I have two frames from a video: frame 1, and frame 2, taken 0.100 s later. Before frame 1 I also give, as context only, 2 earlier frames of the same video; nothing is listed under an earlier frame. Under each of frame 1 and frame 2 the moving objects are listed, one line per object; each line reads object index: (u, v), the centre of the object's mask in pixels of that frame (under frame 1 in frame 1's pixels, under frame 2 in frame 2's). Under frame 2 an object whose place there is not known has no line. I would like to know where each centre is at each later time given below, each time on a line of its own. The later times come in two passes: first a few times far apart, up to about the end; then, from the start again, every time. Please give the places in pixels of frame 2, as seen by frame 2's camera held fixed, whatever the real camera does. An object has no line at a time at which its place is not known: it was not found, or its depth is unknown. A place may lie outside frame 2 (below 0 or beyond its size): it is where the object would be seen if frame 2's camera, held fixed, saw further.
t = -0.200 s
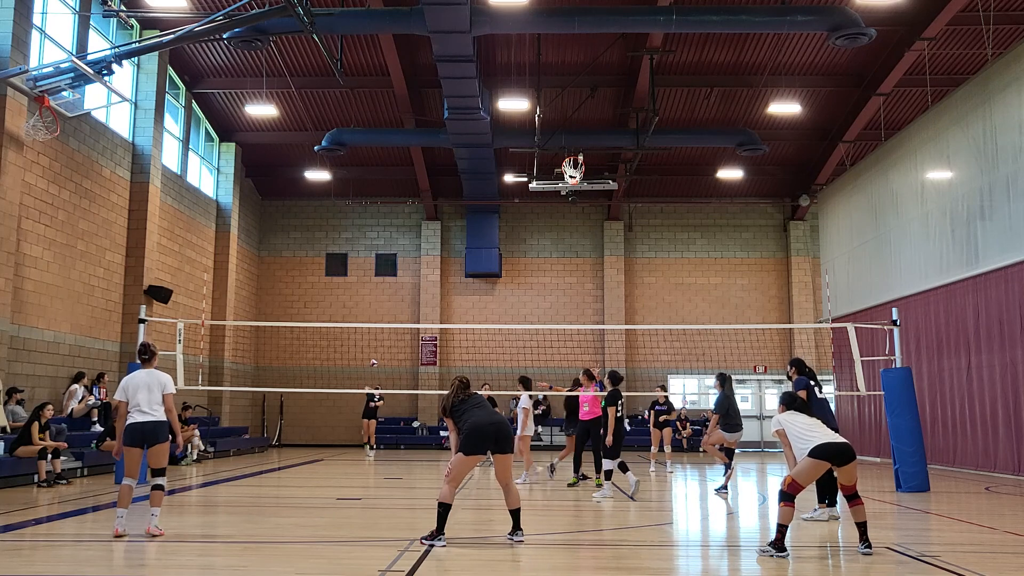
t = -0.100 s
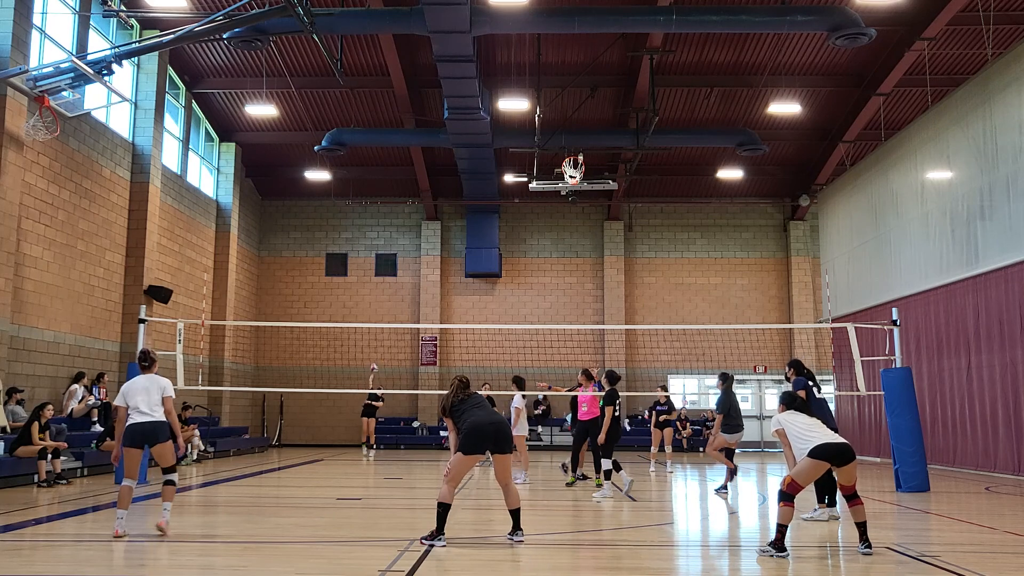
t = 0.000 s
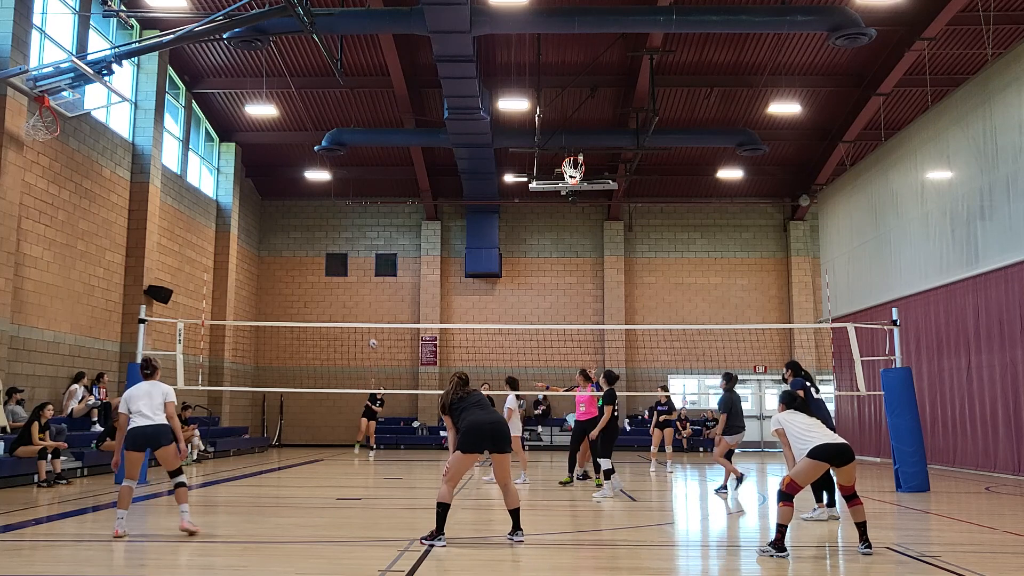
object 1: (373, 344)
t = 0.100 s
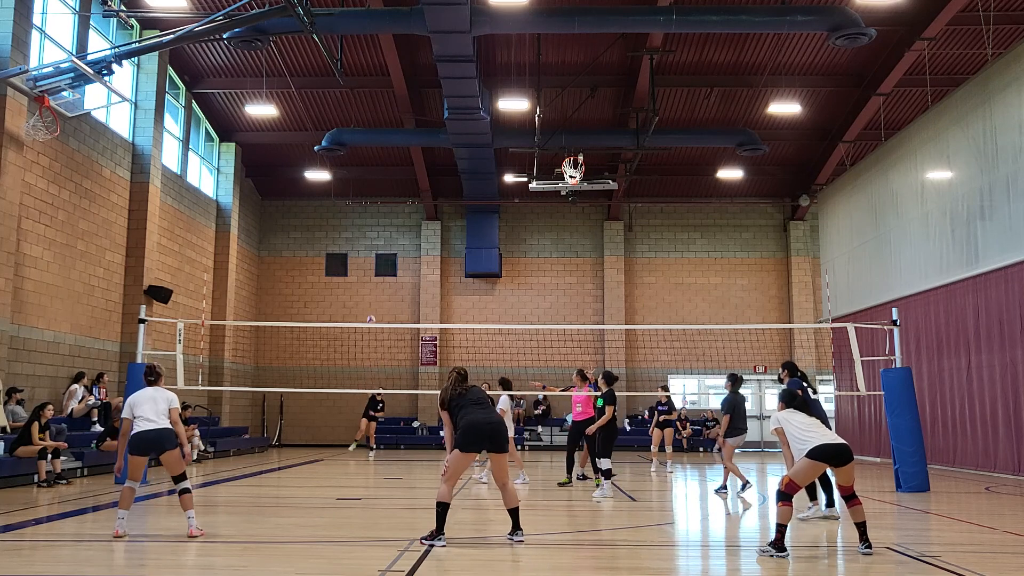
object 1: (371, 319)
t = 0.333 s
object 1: (369, 271)
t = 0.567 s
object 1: (370, 236)
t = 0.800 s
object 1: (373, 226)
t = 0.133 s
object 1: (370, 312)
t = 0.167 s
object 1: (370, 305)
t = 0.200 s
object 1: (370, 298)
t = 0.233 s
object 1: (370, 292)
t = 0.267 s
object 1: (370, 285)
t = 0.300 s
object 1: (370, 278)
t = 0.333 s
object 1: (369, 271)
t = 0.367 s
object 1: (369, 265)
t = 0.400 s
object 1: (369, 260)
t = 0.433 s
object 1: (369, 254)
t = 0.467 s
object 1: (370, 249)
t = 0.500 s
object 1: (370, 244)
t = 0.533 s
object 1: (370, 240)
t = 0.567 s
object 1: (370, 236)
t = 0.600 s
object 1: (370, 232)
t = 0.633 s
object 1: (370, 230)
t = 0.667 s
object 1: (370, 228)
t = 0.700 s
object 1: (371, 227)
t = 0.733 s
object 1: (371, 226)
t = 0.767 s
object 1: (372, 226)
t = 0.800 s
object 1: (373, 226)
